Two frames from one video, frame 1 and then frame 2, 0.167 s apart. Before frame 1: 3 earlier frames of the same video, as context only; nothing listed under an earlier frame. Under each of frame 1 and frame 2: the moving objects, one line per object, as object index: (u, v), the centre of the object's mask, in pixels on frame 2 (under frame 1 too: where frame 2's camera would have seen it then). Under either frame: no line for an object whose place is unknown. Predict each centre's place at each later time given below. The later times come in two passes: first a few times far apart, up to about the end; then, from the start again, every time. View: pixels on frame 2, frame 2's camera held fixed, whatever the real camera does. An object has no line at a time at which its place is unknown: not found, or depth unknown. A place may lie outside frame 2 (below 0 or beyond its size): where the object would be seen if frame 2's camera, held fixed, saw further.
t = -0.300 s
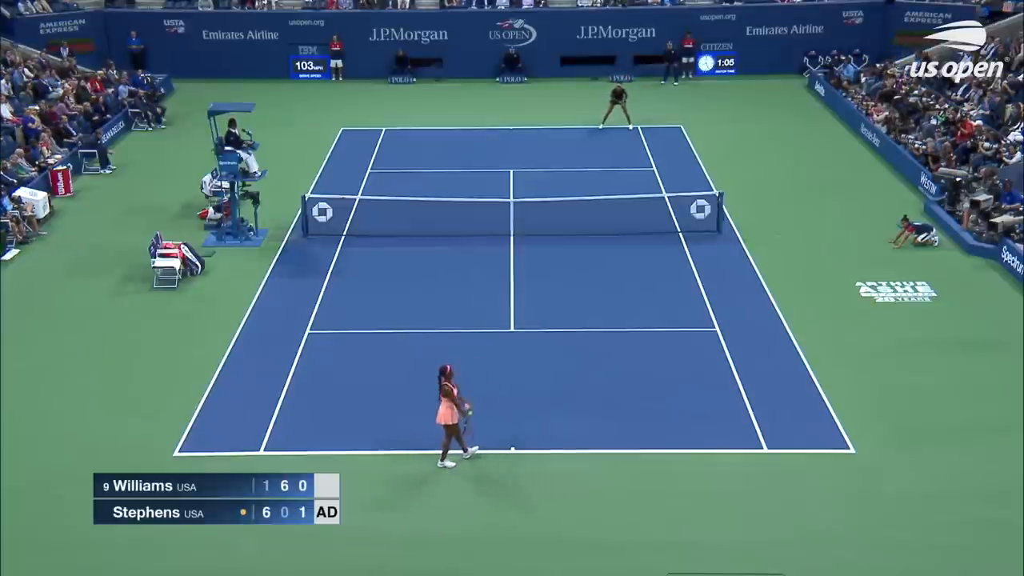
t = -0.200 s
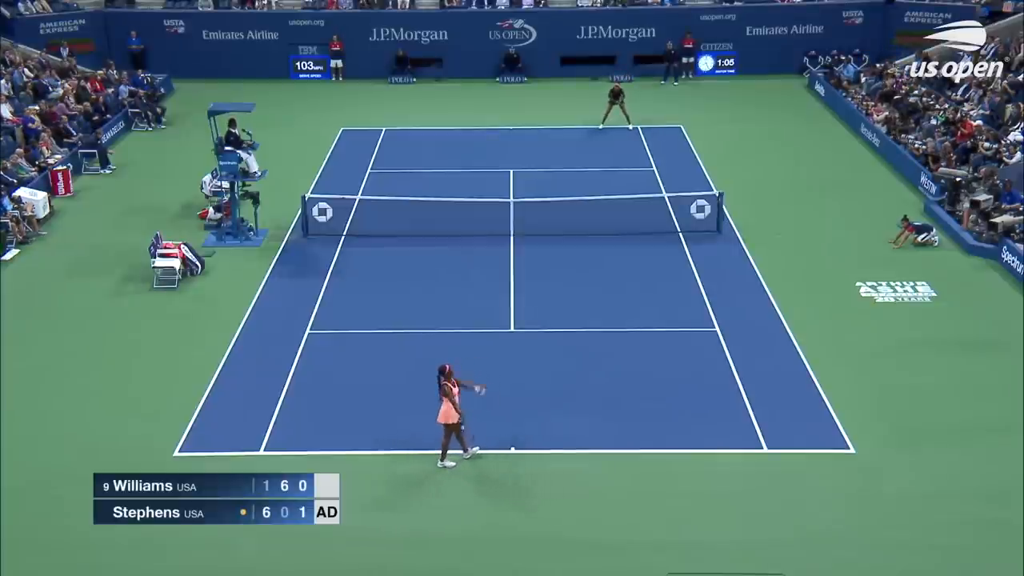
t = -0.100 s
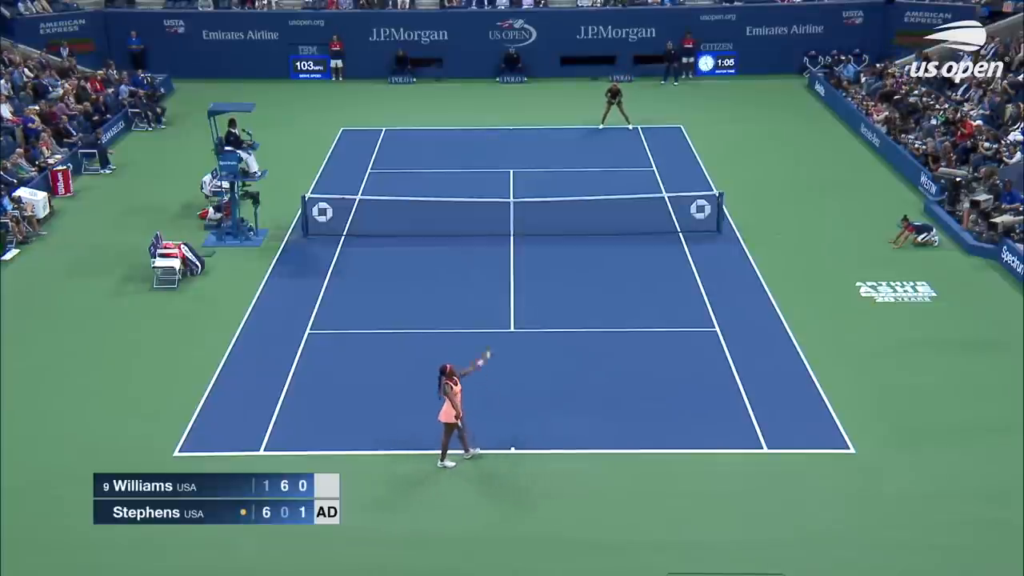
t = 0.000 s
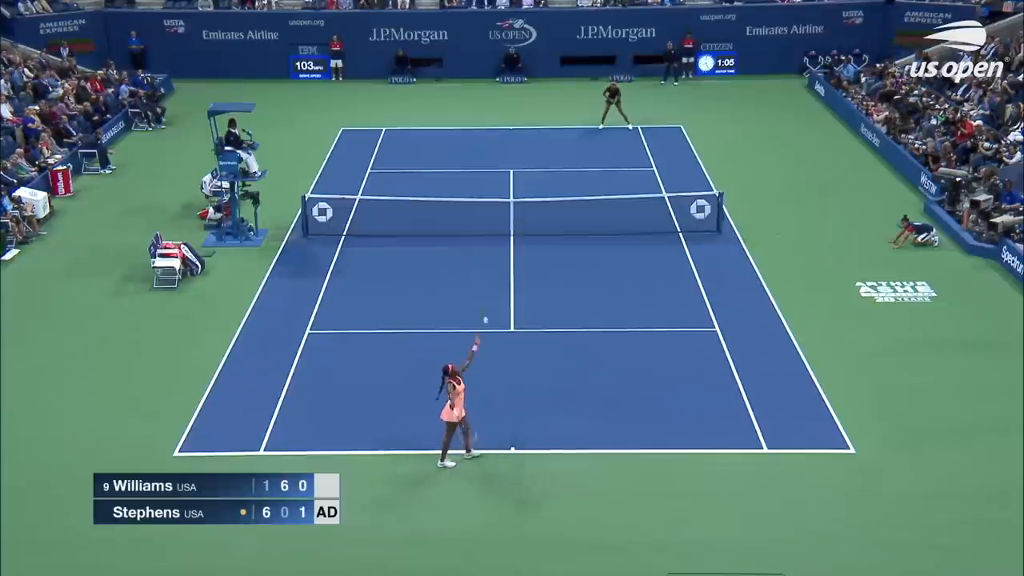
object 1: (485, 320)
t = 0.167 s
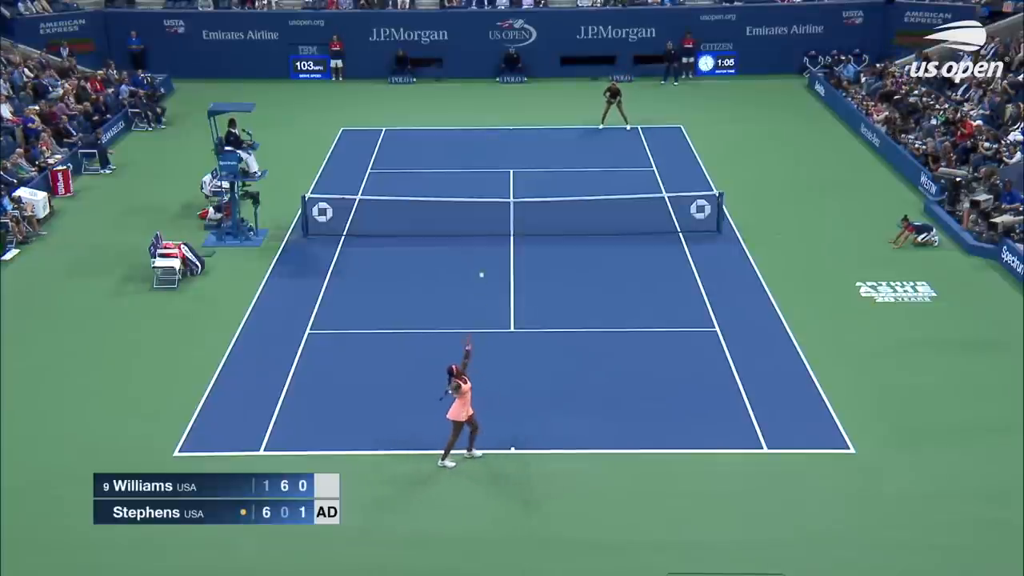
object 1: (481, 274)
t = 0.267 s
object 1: (479, 255)
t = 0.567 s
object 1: (473, 233)
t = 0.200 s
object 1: (481, 267)
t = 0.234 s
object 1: (480, 261)
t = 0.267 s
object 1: (479, 255)
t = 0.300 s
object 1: (479, 250)
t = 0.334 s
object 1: (478, 246)
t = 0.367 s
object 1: (477, 241)
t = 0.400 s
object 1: (477, 239)
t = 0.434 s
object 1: (476, 237)
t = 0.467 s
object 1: (476, 235)
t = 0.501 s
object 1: (475, 234)
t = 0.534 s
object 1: (474, 233)
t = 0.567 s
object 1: (473, 233)
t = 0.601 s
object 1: (473, 234)
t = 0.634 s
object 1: (473, 236)
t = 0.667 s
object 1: (472, 238)
